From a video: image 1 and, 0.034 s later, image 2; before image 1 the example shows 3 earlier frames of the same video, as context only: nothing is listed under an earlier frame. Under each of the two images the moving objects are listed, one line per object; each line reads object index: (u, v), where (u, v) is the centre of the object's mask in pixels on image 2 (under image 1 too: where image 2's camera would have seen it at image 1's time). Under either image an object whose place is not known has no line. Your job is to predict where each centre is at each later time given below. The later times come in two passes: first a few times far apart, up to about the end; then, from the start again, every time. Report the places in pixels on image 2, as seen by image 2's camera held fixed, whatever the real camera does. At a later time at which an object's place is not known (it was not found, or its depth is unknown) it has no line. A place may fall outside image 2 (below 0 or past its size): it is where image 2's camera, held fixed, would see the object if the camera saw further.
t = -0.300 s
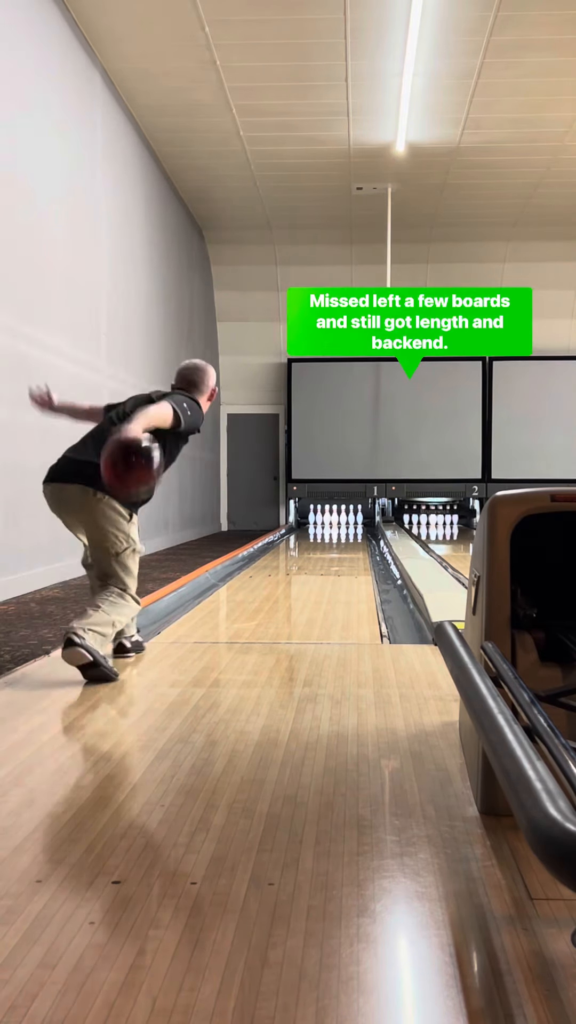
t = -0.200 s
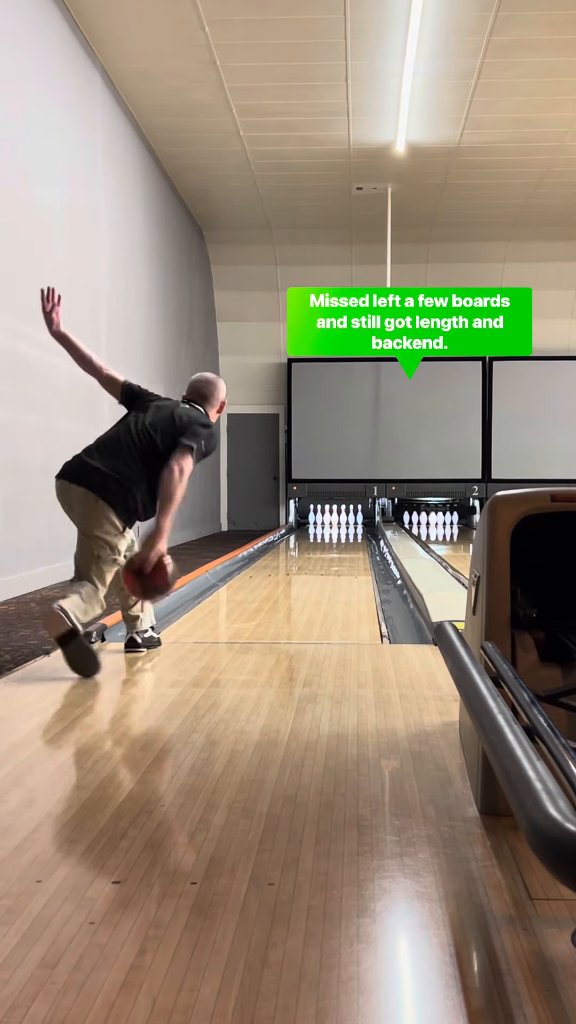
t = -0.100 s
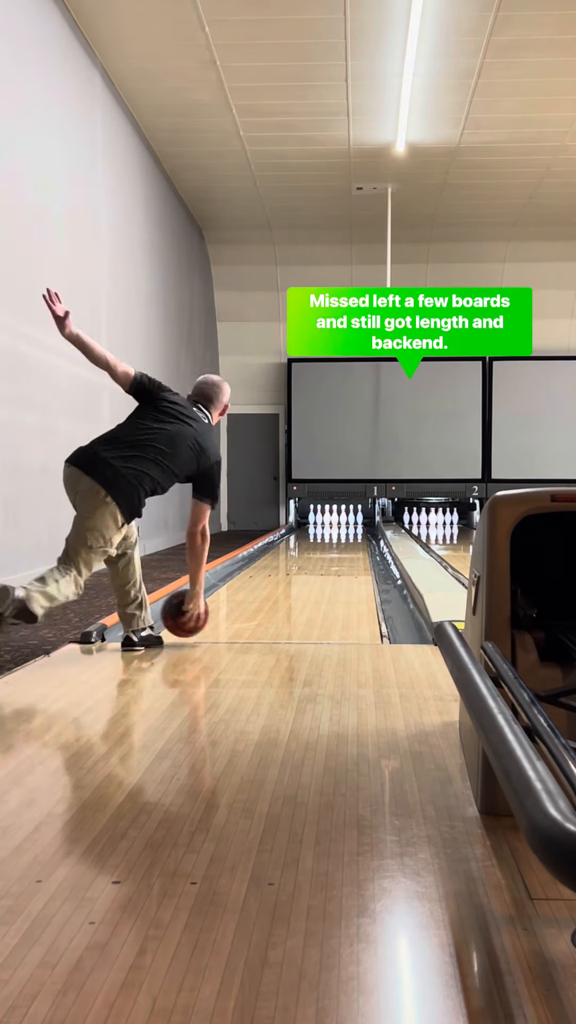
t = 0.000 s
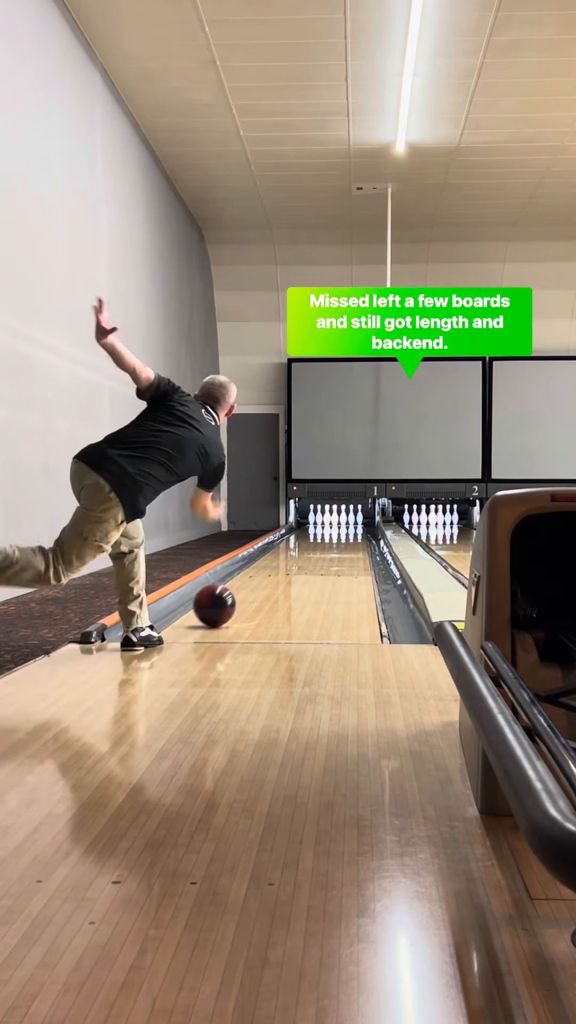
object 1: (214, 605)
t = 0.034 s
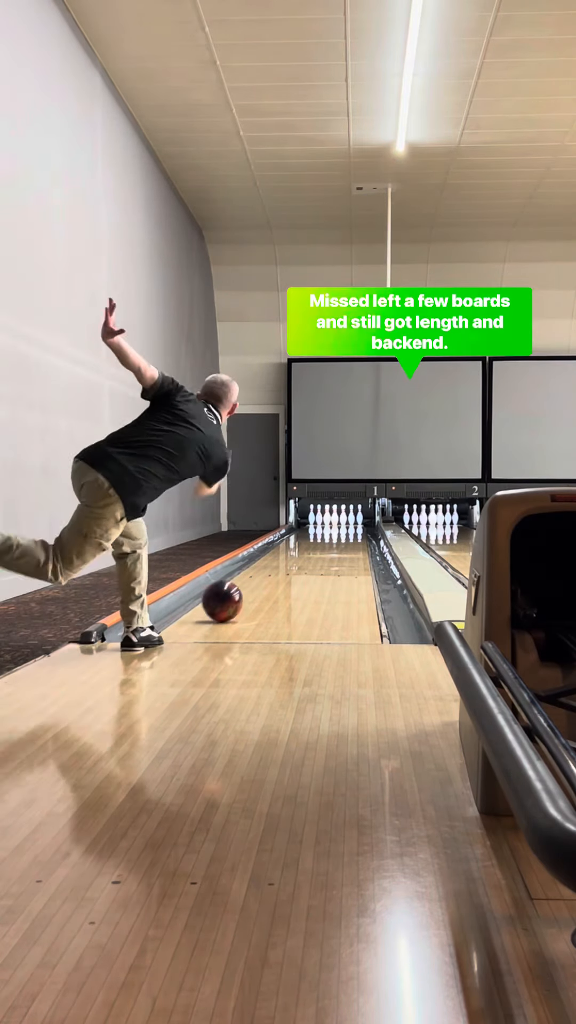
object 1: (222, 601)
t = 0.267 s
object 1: (264, 578)
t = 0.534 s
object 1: (296, 560)
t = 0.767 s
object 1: (313, 551)
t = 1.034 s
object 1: (327, 542)
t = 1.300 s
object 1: (338, 535)
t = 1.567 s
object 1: (345, 530)
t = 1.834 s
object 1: (349, 526)
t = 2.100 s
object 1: (346, 523)
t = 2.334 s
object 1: (341, 521)
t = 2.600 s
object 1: (338, 520)
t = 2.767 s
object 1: (337, 519)
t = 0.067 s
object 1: (229, 597)
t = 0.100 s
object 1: (236, 593)
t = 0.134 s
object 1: (243, 590)
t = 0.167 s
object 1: (249, 587)
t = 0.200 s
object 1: (254, 583)
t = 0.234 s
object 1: (259, 581)
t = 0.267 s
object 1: (264, 578)
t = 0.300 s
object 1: (269, 575)
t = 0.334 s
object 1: (274, 573)
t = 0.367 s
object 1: (278, 570)
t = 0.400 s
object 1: (282, 568)
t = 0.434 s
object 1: (285, 566)
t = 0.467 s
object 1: (288, 564)
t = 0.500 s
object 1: (293, 563)
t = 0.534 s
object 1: (296, 560)
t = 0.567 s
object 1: (298, 559)
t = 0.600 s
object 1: (301, 557)
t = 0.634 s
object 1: (304, 556)
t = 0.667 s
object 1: (306, 555)
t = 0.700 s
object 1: (309, 553)
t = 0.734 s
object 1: (311, 553)
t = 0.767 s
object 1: (313, 551)
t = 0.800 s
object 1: (315, 550)
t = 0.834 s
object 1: (318, 548)
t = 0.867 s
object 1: (319, 547)
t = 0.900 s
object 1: (321, 546)
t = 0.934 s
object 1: (323, 545)
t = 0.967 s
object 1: (325, 544)
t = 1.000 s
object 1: (326, 543)
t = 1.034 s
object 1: (327, 542)
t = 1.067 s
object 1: (329, 541)
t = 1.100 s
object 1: (331, 540)
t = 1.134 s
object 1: (332, 539)
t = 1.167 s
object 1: (333, 538)
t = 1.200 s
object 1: (335, 538)
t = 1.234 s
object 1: (336, 537)
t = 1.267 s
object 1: (338, 536)
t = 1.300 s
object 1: (338, 535)
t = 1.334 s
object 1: (339, 534)
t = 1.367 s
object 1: (340, 533)
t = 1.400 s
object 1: (342, 532)
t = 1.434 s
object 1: (342, 532)
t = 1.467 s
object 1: (343, 532)
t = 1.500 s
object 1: (344, 531)
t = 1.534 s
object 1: (345, 530)
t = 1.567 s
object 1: (345, 530)
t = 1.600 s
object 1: (346, 530)
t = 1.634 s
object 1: (347, 529)
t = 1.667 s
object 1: (347, 529)
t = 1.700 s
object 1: (348, 528)
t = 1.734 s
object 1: (348, 528)
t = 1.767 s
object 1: (349, 527)
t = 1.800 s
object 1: (349, 527)
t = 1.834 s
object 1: (349, 526)
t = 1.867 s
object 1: (349, 526)
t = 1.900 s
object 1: (349, 525)
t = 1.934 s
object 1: (349, 525)
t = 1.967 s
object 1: (348, 525)
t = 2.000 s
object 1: (348, 524)
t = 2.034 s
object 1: (348, 523)
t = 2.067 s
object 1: (347, 523)
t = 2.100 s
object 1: (346, 523)
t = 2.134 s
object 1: (346, 523)
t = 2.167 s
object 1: (345, 522)
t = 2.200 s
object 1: (344, 522)
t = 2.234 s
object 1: (344, 522)
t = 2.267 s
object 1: (343, 522)
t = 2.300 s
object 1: (341, 521)
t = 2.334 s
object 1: (341, 521)
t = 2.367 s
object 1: (340, 521)
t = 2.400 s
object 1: (339, 521)
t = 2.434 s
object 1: (339, 521)
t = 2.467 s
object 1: (338, 521)
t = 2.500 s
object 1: (338, 520)
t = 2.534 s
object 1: (337, 520)
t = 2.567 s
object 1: (337, 520)
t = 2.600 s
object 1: (338, 520)
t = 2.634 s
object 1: (337, 519)
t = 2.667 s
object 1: (337, 519)
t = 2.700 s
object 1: (337, 519)
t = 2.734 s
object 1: (337, 520)
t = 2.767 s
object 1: (337, 519)
